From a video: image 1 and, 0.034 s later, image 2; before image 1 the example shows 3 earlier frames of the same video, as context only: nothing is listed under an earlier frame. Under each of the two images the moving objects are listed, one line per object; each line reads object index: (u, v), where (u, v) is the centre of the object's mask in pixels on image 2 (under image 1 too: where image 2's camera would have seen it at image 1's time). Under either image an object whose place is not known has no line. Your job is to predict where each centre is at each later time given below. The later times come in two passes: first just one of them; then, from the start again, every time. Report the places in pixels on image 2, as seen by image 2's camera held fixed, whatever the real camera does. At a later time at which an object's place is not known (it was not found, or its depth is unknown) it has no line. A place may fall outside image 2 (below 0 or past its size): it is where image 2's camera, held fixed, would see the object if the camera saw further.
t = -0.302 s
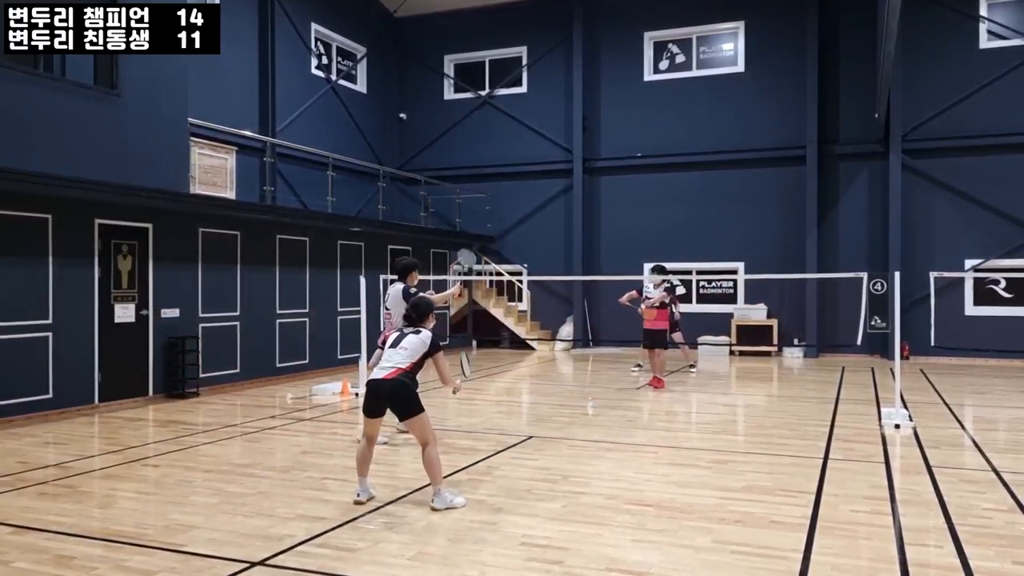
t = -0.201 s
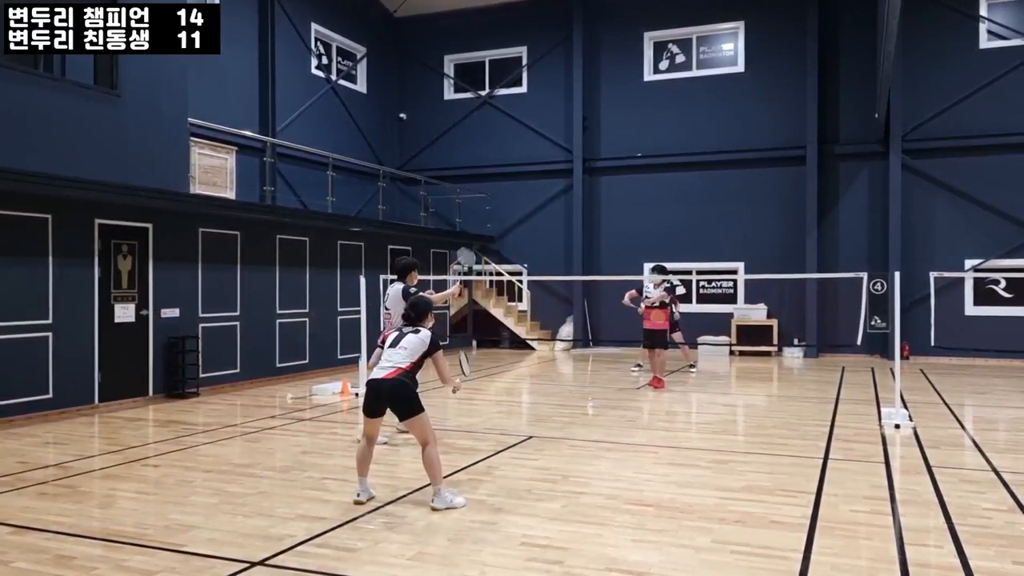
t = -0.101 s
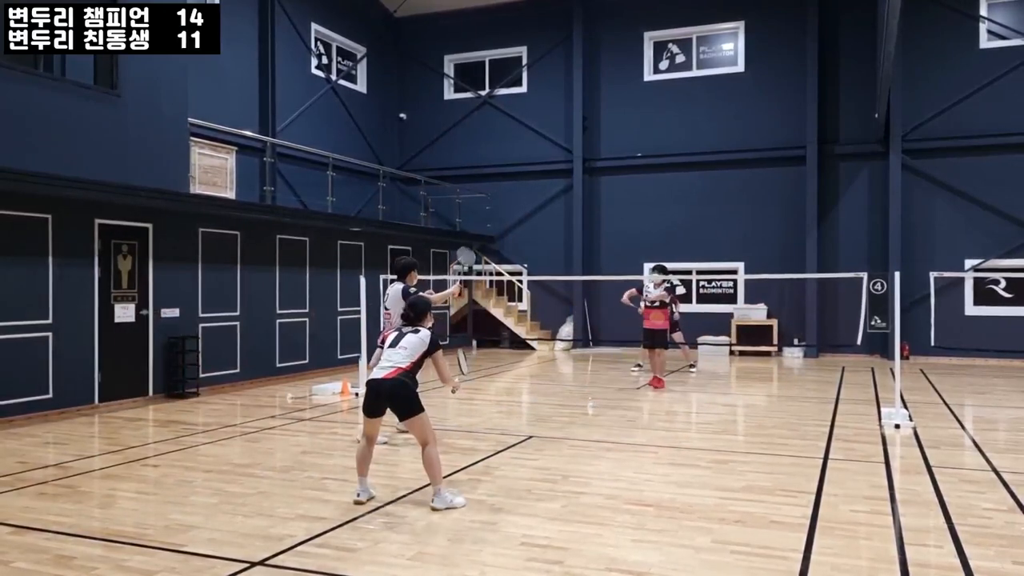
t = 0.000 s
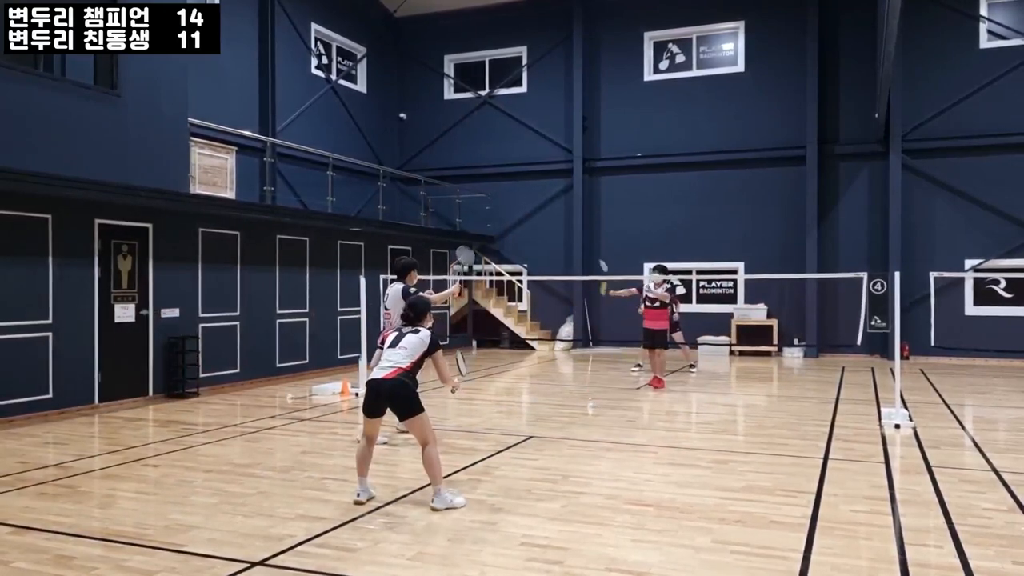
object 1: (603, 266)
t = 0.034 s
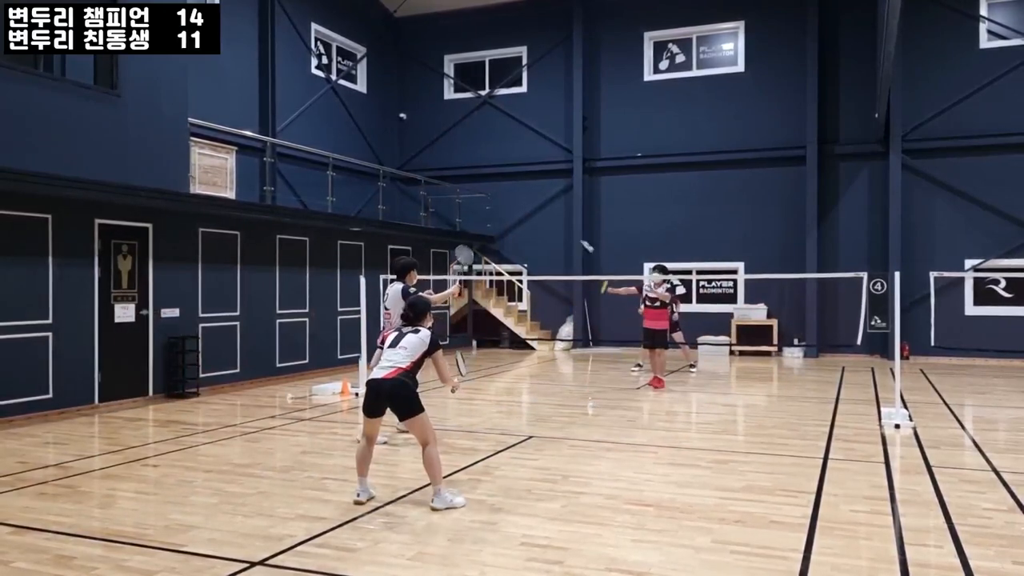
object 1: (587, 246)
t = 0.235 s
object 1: (486, 165)
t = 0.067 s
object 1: (568, 229)
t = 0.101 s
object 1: (550, 213)
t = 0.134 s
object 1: (533, 200)
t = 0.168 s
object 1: (517, 187)
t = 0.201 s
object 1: (502, 175)
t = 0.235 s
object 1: (486, 165)
